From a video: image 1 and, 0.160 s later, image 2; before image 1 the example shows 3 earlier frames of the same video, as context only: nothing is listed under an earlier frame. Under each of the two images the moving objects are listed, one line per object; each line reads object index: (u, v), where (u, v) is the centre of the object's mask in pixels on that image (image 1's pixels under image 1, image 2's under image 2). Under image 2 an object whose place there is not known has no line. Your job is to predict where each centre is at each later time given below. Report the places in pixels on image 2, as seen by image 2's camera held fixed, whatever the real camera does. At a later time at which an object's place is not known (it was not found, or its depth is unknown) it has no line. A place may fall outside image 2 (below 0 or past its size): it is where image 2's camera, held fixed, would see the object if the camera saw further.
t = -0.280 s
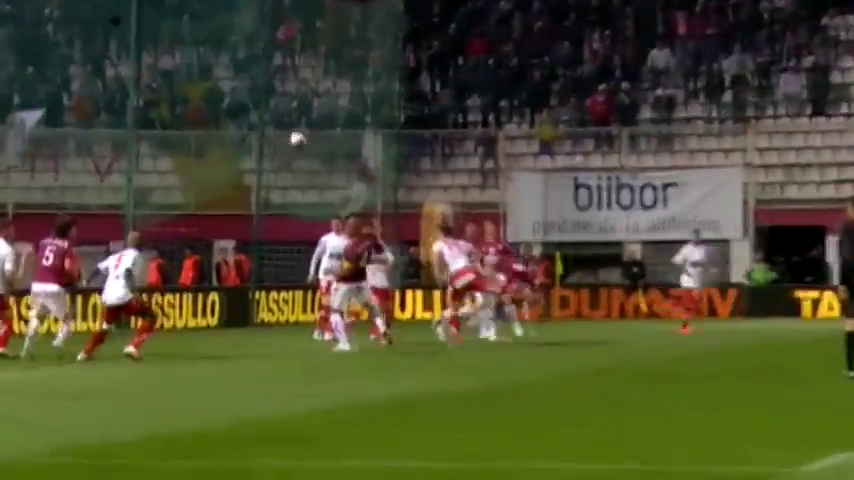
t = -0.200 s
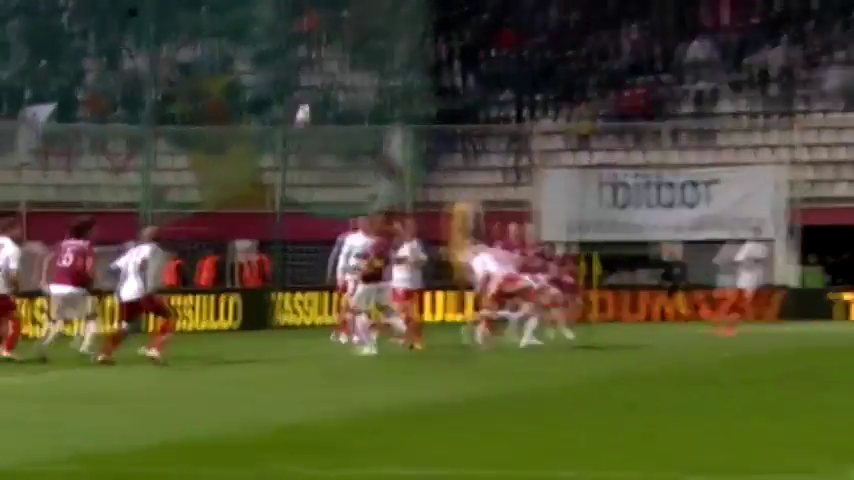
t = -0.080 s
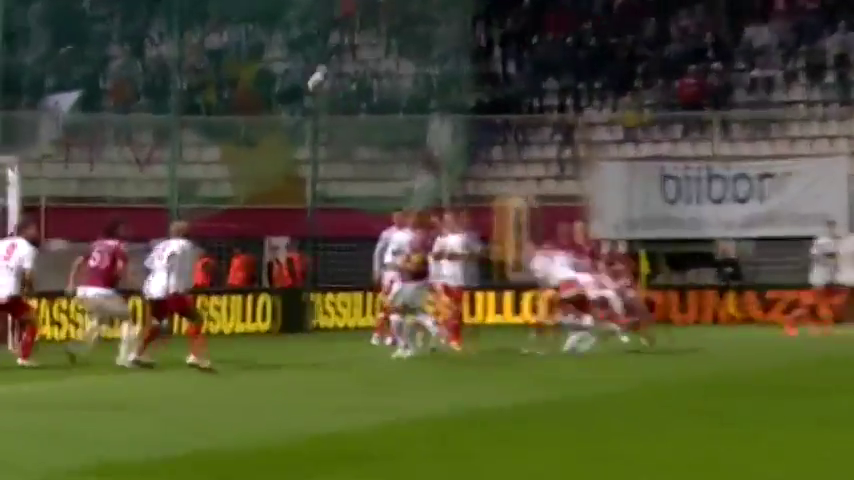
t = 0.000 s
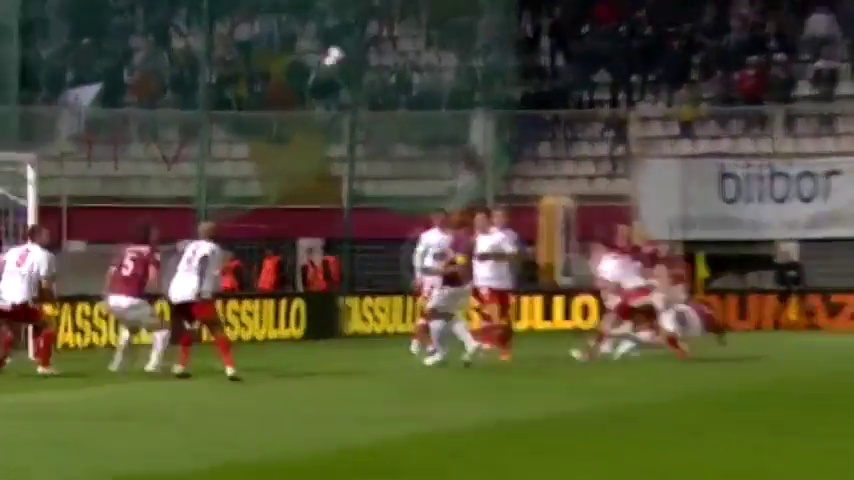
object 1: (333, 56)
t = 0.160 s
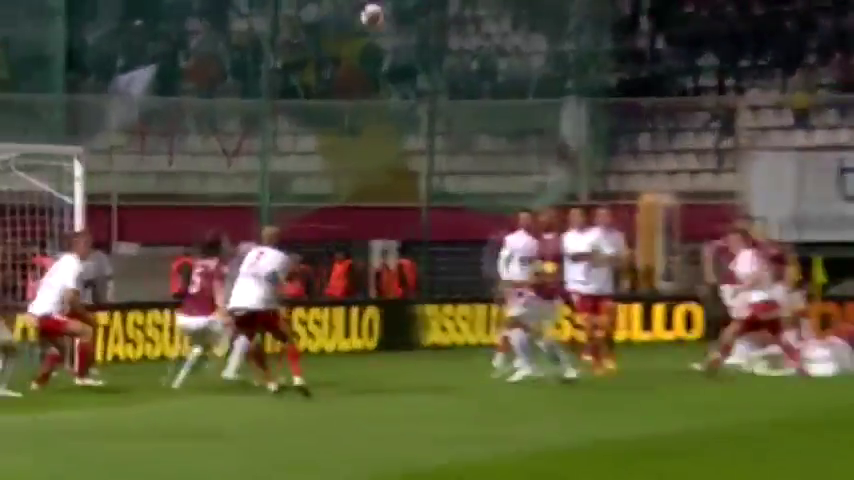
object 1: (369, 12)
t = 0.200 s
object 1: (364, 8)
